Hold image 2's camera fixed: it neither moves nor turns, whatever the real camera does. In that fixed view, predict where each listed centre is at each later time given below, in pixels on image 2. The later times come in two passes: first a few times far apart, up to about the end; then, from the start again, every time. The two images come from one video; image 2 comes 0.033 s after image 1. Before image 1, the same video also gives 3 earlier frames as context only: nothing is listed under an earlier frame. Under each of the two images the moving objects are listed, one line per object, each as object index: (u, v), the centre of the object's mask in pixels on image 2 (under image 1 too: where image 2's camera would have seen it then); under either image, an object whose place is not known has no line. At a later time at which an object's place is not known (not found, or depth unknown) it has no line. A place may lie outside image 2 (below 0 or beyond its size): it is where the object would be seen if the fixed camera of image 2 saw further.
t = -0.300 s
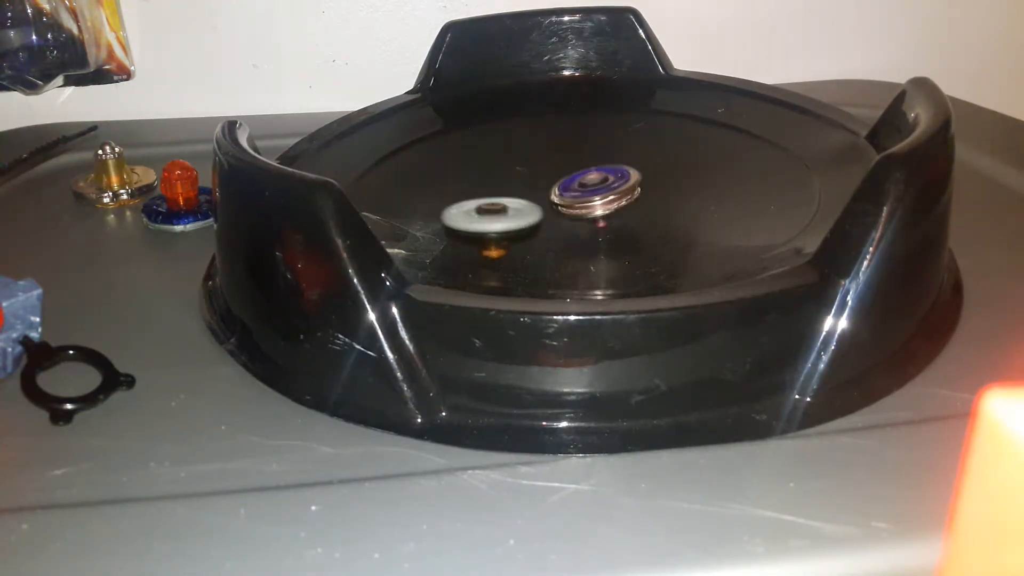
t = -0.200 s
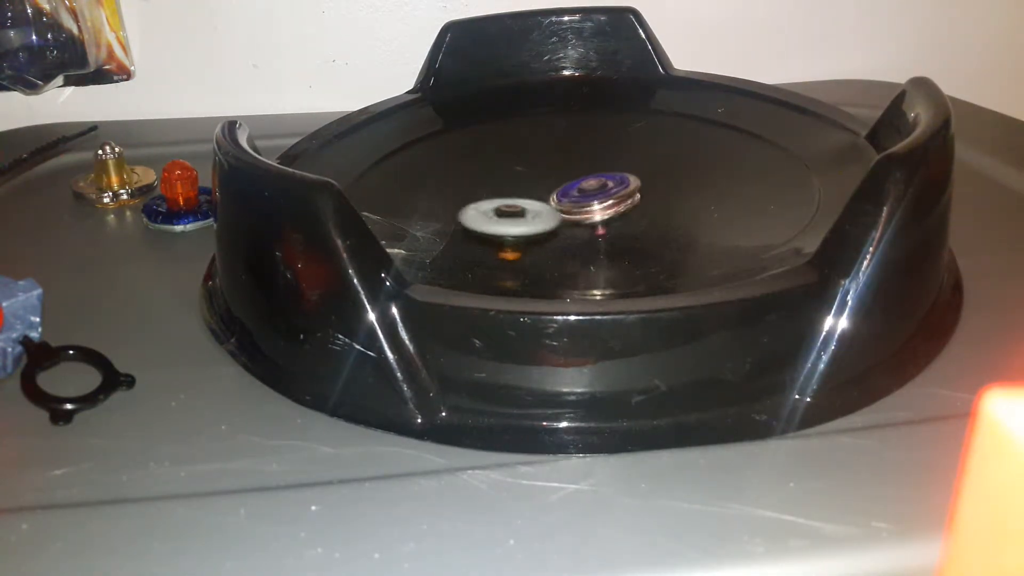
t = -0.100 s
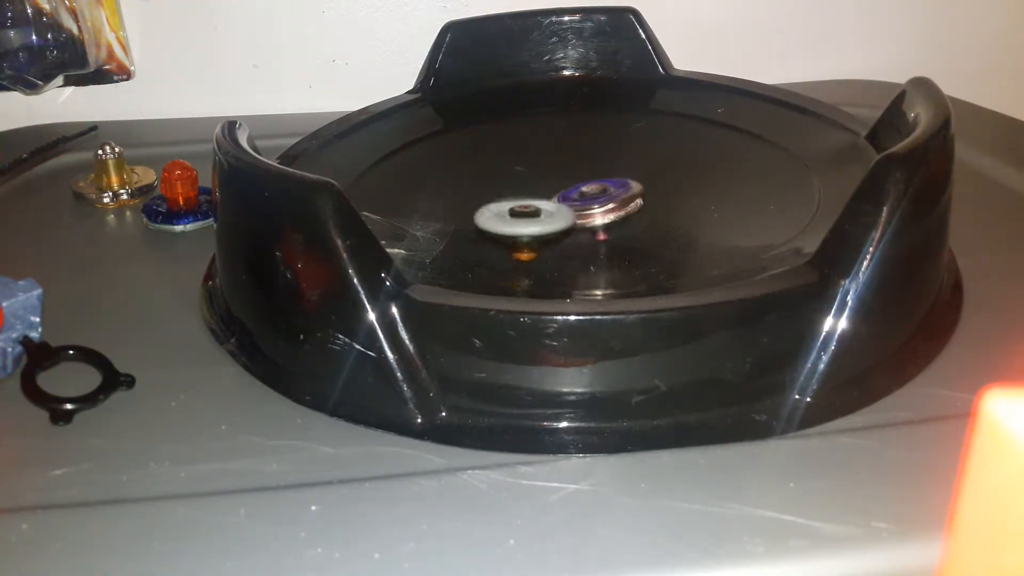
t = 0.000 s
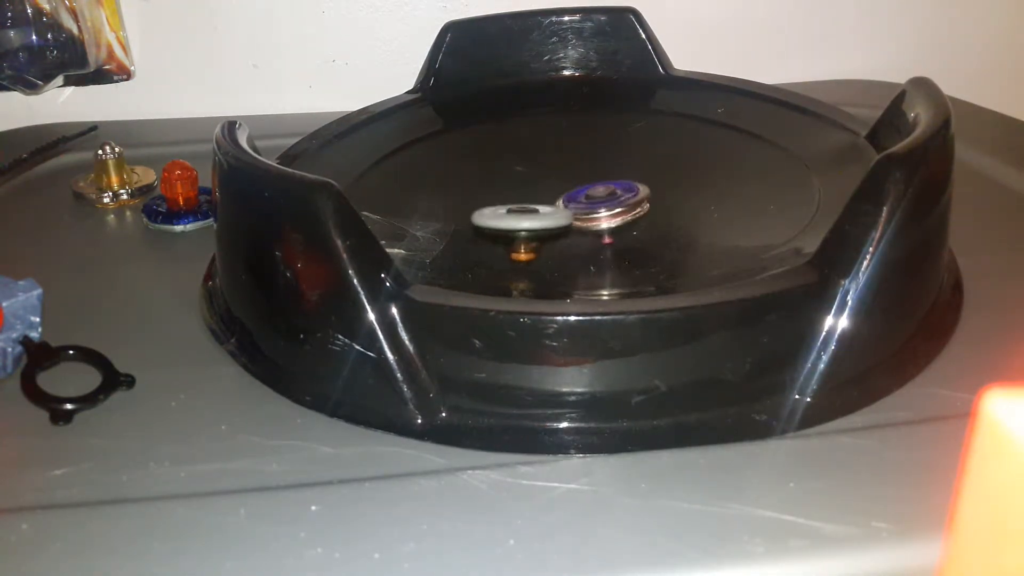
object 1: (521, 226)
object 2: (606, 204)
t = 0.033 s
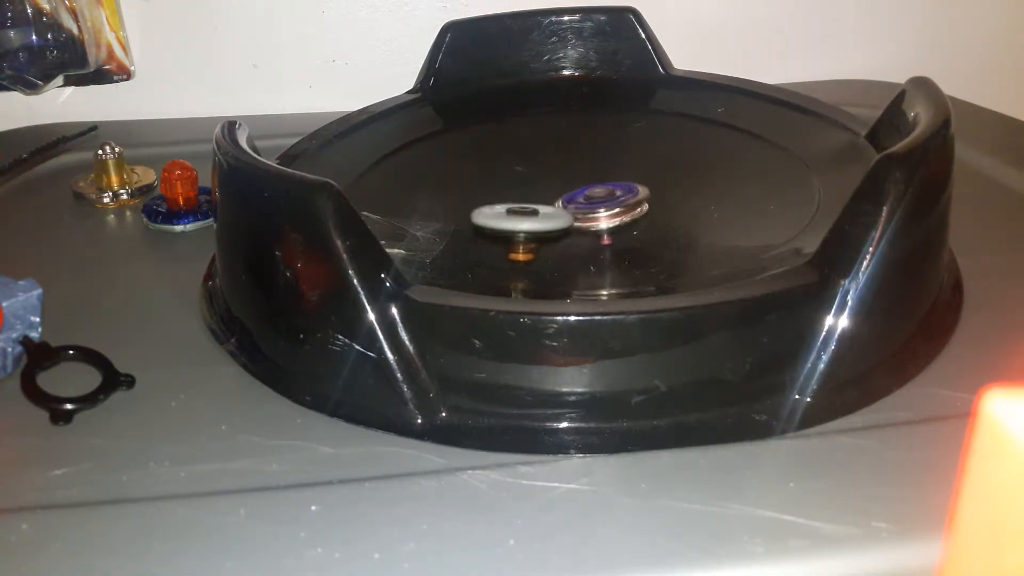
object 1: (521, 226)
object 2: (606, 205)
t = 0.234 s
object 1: (508, 222)
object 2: (614, 206)
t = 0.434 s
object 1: (501, 211)
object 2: (623, 200)
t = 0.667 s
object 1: (521, 202)
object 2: (634, 190)
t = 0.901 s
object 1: (543, 208)
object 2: (641, 179)
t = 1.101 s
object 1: (540, 215)
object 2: (636, 175)
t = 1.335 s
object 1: (530, 215)
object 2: (606, 185)
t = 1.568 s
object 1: (511, 209)
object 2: (593, 188)
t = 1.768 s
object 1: (501, 205)
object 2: (601, 183)
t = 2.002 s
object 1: (515, 202)
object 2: (601, 185)
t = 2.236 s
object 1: (497, 203)
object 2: (608, 192)
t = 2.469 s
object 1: (495, 198)
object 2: (599, 199)
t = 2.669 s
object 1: (479, 193)
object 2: (602, 203)
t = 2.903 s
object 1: (489, 199)
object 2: (582, 205)
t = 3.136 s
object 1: (458, 192)
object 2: (571, 202)
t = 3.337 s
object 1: (440, 191)
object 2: (563, 200)
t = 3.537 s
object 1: (454, 198)
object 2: (559, 200)
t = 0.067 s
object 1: (518, 224)
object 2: (605, 206)
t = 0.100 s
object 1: (514, 224)
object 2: (606, 207)
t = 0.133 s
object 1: (510, 223)
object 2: (609, 207)
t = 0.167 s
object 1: (508, 222)
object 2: (611, 207)
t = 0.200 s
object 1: (507, 223)
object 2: (613, 207)
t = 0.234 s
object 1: (508, 222)
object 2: (614, 206)
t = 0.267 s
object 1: (508, 221)
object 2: (613, 206)
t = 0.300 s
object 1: (511, 219)
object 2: (612, 205)
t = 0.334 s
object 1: (513, 218)
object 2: (611, 204)
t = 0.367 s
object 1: (505, 216)
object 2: (618, 203)
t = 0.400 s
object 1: (499, 213)
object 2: (621, 202)
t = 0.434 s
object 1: (501, 211)
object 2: (623, 200)
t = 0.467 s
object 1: (507, 210)
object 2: (624, 199)
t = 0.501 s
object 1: (512, 208)
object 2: (625, 198)
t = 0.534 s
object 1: (517, 206)
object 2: (626, 196)
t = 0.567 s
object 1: (522, 205)
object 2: (625, 195)
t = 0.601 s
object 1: (527, 205)
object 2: (625, 194)
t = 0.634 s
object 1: (522, 204)
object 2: (632, 191)
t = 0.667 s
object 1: (521, 202)
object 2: (634, 190)
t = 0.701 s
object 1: (526, 201)
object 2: (635, 189)
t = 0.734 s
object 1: (533, 202)
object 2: (637, 187)
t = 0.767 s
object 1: (539, 202)
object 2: (636, 186)
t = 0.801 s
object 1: (543, 202)
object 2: (636, 185)
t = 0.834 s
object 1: (548, 203)
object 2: (635, 184)
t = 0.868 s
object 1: (548, 205)
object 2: (637, 181)
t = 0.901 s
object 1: (543, 208)
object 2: (641, 179)
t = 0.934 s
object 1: (542, 208)
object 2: (641, 178)
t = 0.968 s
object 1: (543, 211)
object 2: (642, 177)
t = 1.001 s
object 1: (544, 212)
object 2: (642, 176)
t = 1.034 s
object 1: (542, 214)
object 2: (641, 175)
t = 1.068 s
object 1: (542, 215)
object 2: (639, 175)
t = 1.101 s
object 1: (540, 215)
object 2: (636, 175)
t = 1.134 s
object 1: (538, 217)
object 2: (633, 177)
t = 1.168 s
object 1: (536, 217)
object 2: (629, 177)
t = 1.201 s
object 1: (534, 217)
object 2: (624, 179)
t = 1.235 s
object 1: (532, 217)
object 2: (620, 180)
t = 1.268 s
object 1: (531, 217)
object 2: (615, 182)
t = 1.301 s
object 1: (530, 216)
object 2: (610, 184)
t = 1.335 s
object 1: (530, 215)
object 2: (606, 185)
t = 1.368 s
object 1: (530, 215)
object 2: (601, 186)
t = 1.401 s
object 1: (527, 212)
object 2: (600, 187)
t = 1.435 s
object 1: (520, 214)
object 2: (599, 188)
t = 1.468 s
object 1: (519, 213)
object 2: (596, 189)
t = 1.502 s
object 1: (519, 213)
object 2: (595, 189)
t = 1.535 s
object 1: (514, 212)
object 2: (595, 188)
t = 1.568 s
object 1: (511, 209)
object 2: (593, 188)
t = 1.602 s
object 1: (512, 208)
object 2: (592, 188)
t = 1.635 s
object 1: (506, 208)
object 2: (594, 187)
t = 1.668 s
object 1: (500, 208)
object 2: (597, 185)
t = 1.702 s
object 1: (498, 207)
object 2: (598, 185)
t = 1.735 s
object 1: (499, 206)
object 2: (600, 184)
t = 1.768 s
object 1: (501, 205)
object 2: (601, 183)
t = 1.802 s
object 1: (503, 205)
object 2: (603, 183)
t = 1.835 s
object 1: (503, 204)
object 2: (603, 182)
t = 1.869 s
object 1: (507, 203)
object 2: (603, 183)
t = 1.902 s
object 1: (511, 202)
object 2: (601, 183)
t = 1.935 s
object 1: (516, 201)
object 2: (601, 183)
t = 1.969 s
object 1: (516, 201)
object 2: (601, 184)
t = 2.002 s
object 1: (515, 202)
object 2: (601, 185)
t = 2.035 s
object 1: (514, 201)
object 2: (601, 186)
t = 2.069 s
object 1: (507, 204)
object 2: (604, 187)
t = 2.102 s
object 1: (504, 205)
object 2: (606, 188)
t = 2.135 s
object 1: (503, 206)
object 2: (606, 188)
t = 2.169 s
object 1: (503, 204)
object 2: (608, 189)
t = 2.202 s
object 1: (500, 204)
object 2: (607, 191)
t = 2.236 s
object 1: (497, 203)
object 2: (608, 192)
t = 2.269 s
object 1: (495, 203)
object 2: (607, 193)
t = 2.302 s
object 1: (494, 202)
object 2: (606, 194)
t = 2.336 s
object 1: (494, 201)
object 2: (604, 195)
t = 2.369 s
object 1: (494, 201)
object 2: (603, 196)
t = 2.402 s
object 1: (495, 200)
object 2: (600, 197)
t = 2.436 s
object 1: (497, 200)
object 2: (598, 199)
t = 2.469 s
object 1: (495, 198)
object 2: (599, 199)
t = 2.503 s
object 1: (483, 196)
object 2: (606, 200)
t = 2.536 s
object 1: (477, 194)
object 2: (607, 201)
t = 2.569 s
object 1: (477, 194)
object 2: (606, 202)
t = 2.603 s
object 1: (479, 193)
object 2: (606, 202)
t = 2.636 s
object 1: (480, 193)
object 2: (605, 203)
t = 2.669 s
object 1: (479, 193)
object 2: (602, 203)
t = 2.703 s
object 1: (478, 192)
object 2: (601, 204)
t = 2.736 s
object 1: (481, 192)
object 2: (597, 204)
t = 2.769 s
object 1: (485, 193)
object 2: (595, 205)
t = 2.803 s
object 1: (488, 193)
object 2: (591, 205)
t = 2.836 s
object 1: (489, 196)
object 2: (588, 205)
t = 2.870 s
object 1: (488, 197)
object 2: (585, 205)
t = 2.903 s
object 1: (489, 199)
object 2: (582, 205)
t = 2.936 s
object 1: (490, 201)
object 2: (577, 204)
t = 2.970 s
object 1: (487, 200)
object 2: (576, 204)
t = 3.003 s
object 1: (482, 202)
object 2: (573, 204)
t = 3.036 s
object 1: (481, 199)
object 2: (572, 203)
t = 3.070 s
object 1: (475, 196)
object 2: (575, 203)
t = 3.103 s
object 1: (466, 195)
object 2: (574, 203)
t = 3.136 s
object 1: (458, 192)
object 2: (571, 202)
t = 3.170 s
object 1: (452, 192)
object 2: (571, 202)
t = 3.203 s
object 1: (444, 192)
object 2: (570, 202)
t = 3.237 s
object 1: (439, 192)
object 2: (567, 201)
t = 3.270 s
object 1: (435, 192)
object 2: (566, 201)
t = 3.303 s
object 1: (436, 192)
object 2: (564, 200)
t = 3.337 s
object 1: (440, 191)
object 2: (563, 200)
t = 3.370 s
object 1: (443, 191)
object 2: (560, 199)
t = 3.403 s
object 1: (444, 192)
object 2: (559, 199)
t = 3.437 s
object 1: (447, 194)
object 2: (556, 199)
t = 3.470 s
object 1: (450, 196)
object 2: (555, 199)
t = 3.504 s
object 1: (455, 197)
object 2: (553, 199)
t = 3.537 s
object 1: (454, 198)
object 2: (559, 200)
